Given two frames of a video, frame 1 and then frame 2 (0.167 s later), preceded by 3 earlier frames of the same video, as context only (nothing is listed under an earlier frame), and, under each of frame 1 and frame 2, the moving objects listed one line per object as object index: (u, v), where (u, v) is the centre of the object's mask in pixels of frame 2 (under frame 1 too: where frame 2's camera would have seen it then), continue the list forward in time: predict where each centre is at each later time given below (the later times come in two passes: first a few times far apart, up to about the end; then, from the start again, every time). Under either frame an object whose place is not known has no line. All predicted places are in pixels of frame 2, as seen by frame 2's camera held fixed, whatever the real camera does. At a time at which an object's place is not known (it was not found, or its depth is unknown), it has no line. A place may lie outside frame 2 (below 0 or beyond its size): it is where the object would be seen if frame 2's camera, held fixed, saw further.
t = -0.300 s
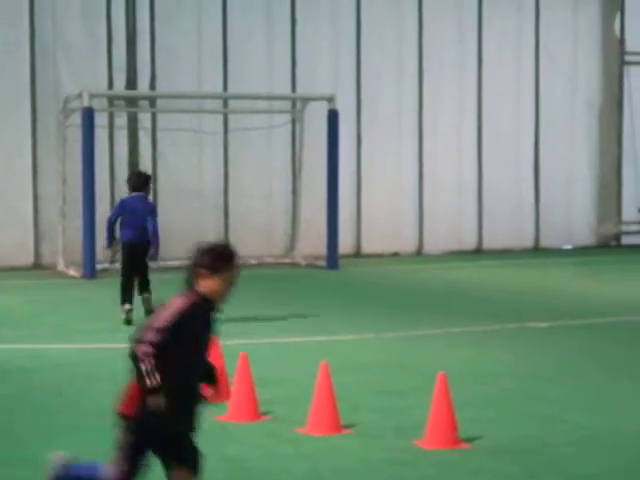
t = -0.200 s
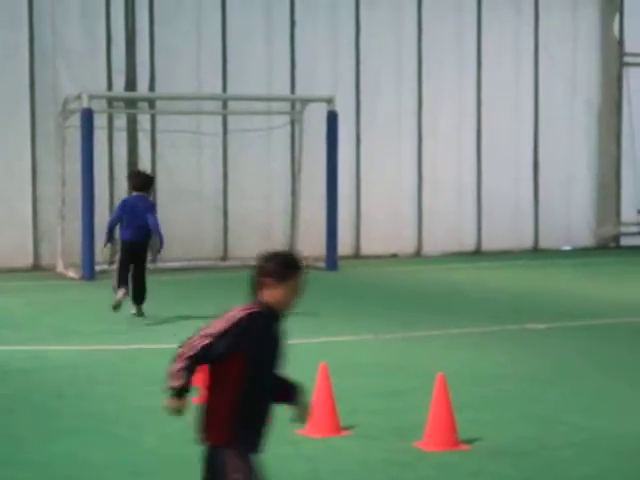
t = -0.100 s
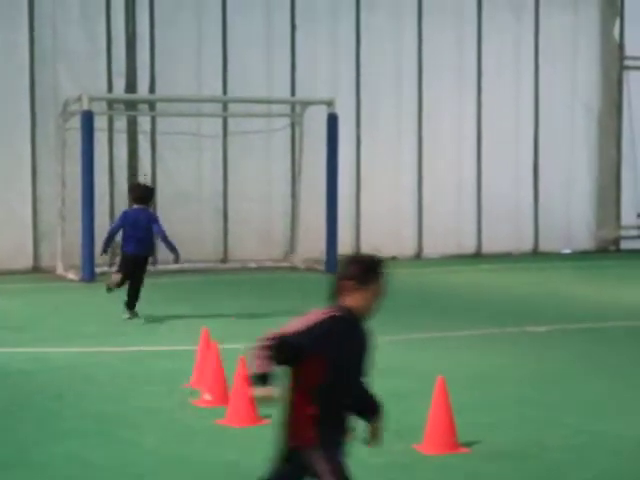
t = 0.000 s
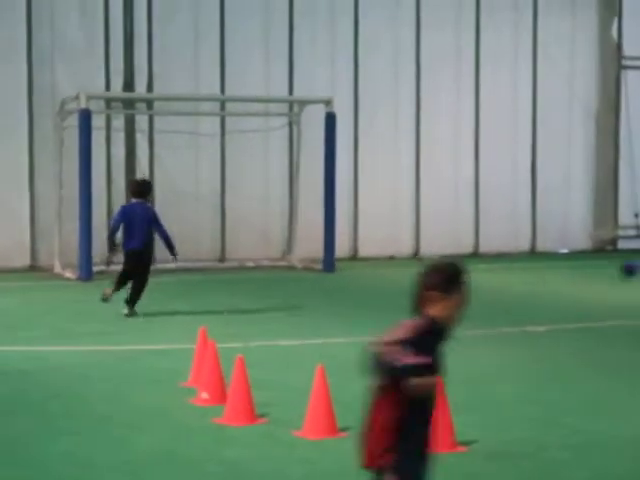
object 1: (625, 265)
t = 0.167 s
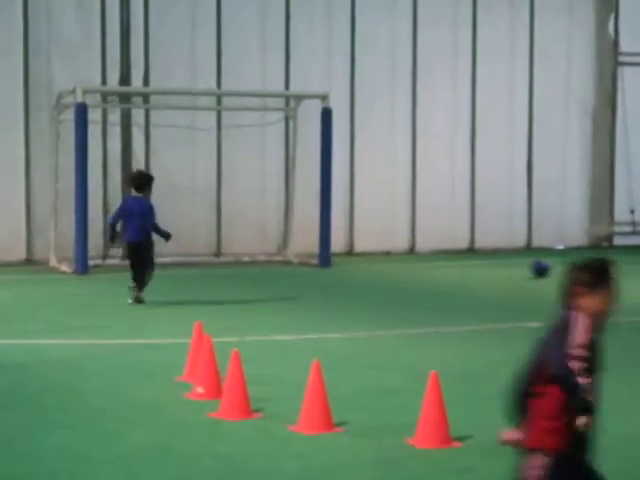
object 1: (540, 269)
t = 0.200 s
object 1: (524, 269)
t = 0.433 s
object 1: (424, 272)
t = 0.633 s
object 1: (349, 274)
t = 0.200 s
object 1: (524, 269)
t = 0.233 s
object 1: (508, 270)
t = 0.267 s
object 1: (493, 271)
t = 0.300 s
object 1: (479, 271)
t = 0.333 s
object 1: (465, 272)
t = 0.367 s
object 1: (450, 272)
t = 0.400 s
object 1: (437, 271)
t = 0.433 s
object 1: (424, 272)
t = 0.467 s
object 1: (411, 273)
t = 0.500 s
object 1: (399, 272)
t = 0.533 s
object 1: (386, 273)
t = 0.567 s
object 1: (374, 274)
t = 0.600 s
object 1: (362, 273)
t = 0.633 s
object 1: (349, 274)
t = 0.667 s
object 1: (337, 275)
